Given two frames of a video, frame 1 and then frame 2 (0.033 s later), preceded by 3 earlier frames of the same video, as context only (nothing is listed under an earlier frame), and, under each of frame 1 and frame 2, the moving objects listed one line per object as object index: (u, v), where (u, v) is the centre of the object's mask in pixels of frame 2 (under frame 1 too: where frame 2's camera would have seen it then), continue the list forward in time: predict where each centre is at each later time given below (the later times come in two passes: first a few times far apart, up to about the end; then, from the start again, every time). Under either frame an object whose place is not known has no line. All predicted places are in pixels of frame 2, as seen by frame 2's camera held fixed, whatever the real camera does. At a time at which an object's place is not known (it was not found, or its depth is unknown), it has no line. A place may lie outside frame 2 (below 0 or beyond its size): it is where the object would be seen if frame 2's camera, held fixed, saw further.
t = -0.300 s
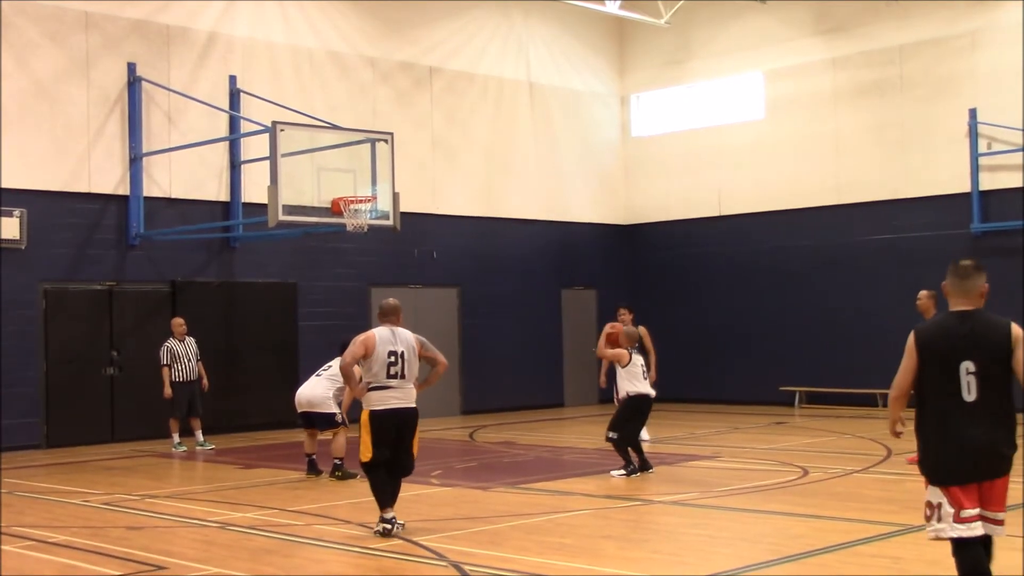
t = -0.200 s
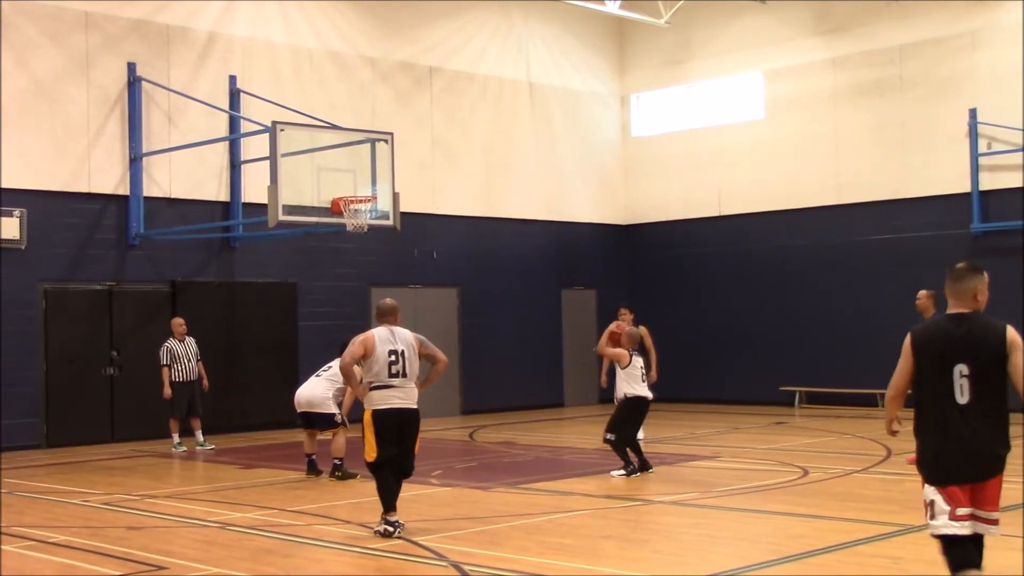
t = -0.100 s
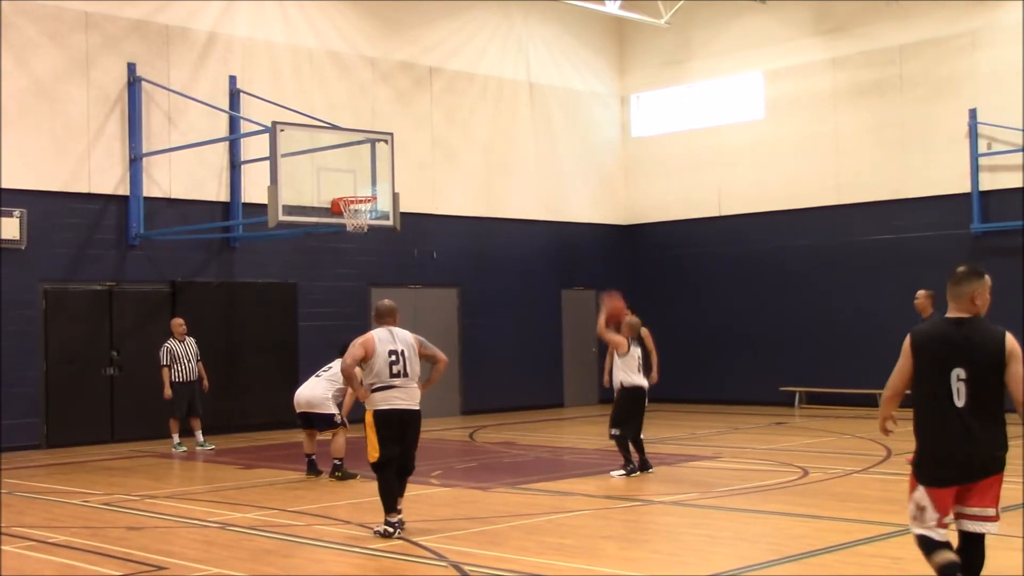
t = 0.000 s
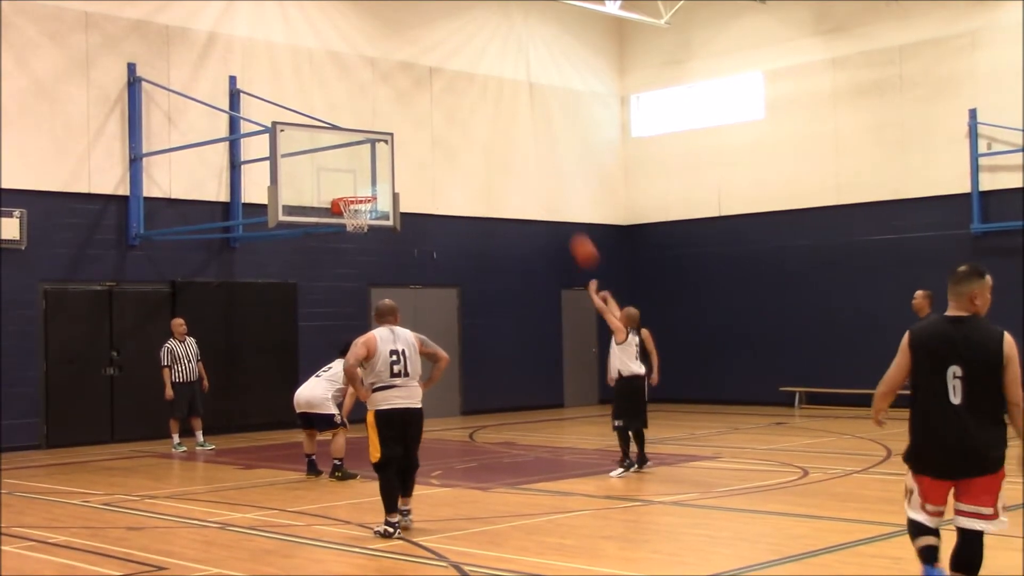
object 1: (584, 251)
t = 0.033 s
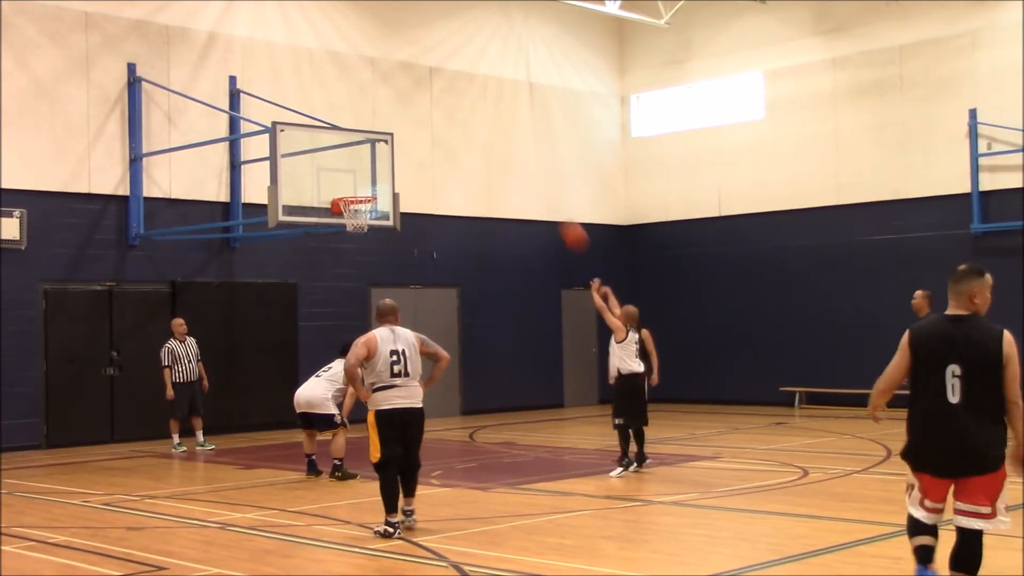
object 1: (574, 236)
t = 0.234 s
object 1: (512, 159)
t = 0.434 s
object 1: (459, 127)
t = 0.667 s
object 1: (404, 134)
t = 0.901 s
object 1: (355, 183)
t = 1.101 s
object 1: (356, 176)
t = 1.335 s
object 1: (325, 160)
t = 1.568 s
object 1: (312, 186)
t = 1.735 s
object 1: (311, 234)
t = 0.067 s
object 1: (563, 220)
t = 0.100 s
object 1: (551, 203)
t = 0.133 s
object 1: (541, 191)
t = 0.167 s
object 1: (531, 179)
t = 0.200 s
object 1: (522, 169)
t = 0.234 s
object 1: (512, 159)
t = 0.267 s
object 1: (503, 151)
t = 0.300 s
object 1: (494, 144)
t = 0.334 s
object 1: (485, 138)
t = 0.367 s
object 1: (476, 133)
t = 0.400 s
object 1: (468, 130)
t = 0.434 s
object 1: (459, 127)
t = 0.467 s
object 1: (451, 125)
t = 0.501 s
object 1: (442, 124)
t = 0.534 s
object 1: (435, 124)
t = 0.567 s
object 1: (426, 125)
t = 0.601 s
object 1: (419, 127)
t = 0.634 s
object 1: (411, 130)
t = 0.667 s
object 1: (404, 134)
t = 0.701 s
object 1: (397, 138)
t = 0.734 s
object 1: (389, 144)
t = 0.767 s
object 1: (383, 149)
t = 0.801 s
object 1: (375, 157)
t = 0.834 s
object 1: (368, 165)
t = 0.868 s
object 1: (361, 174)
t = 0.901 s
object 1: (355, 183)
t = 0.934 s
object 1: (348, 190)
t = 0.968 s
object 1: (353, 192)
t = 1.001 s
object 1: (364, 191)
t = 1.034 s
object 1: (365, 188)
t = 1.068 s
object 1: (361, 182)
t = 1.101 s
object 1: (356, 176)
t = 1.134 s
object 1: (352, 171)
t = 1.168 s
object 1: (347, 167)
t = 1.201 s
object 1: (343, 164)
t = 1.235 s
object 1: (338, 162)
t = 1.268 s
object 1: (334, 160)
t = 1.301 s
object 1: (329, 160)
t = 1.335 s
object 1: (325, 160)
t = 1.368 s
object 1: (320, 161)
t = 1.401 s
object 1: (316, 163)
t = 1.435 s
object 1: (313, 166)
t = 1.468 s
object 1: (312, 170)
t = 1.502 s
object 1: (312, 174)
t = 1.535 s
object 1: (312, 180)
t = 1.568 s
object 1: (312, 186)
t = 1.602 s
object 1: (312, 194)
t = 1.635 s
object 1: (311, 203)
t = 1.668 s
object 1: (311, 212)
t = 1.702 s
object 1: (312, 223)
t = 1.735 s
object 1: (311, 234)
